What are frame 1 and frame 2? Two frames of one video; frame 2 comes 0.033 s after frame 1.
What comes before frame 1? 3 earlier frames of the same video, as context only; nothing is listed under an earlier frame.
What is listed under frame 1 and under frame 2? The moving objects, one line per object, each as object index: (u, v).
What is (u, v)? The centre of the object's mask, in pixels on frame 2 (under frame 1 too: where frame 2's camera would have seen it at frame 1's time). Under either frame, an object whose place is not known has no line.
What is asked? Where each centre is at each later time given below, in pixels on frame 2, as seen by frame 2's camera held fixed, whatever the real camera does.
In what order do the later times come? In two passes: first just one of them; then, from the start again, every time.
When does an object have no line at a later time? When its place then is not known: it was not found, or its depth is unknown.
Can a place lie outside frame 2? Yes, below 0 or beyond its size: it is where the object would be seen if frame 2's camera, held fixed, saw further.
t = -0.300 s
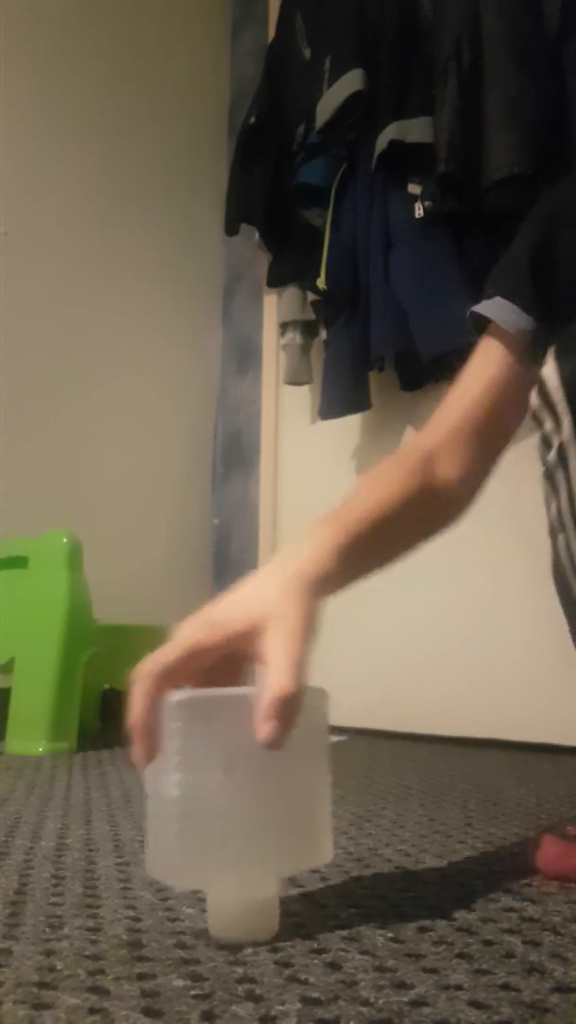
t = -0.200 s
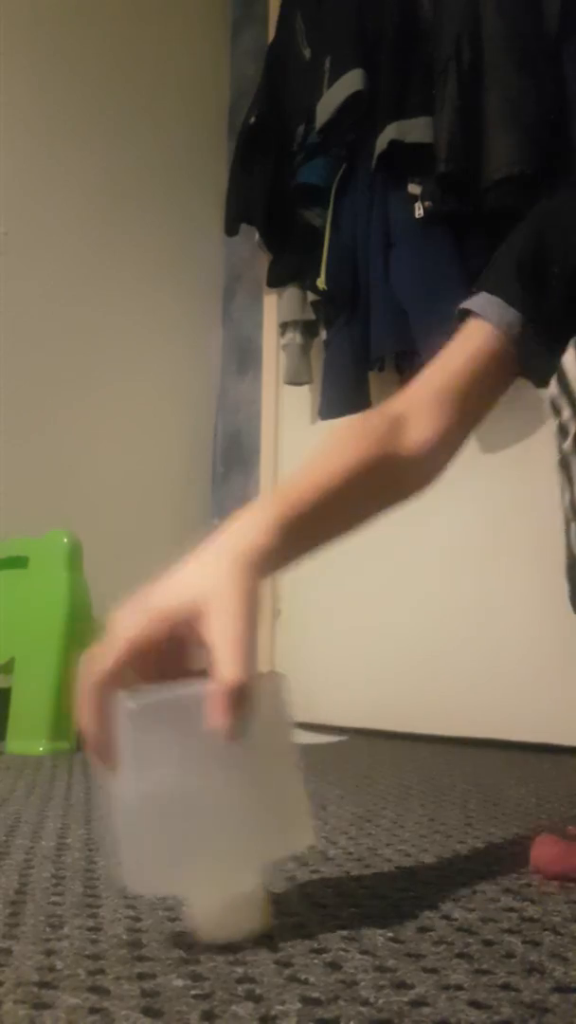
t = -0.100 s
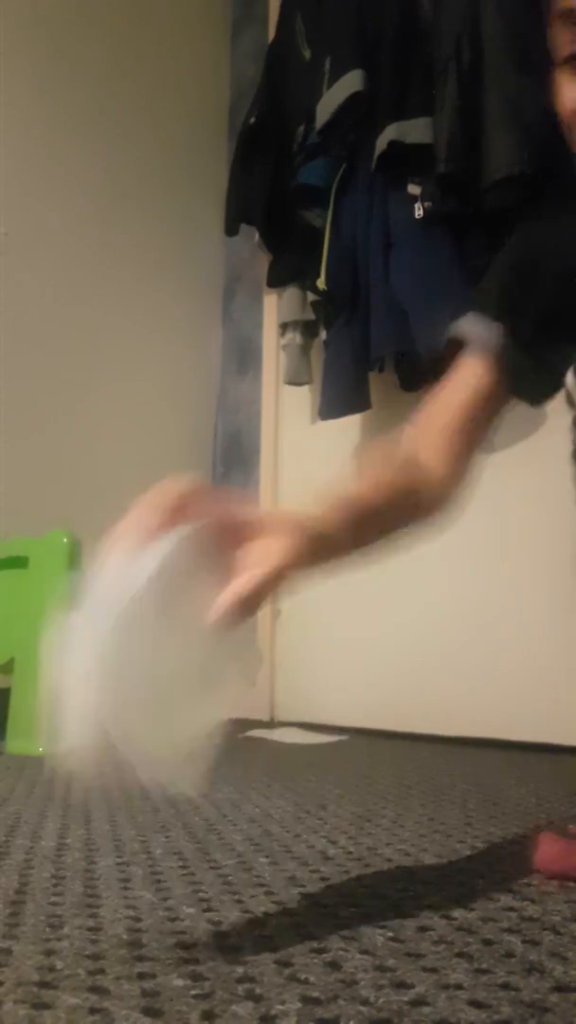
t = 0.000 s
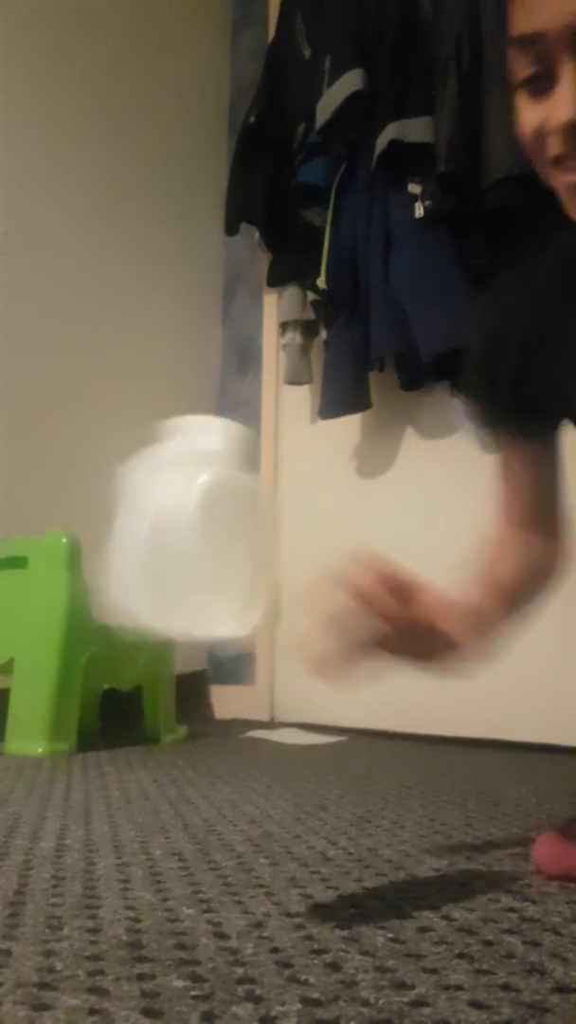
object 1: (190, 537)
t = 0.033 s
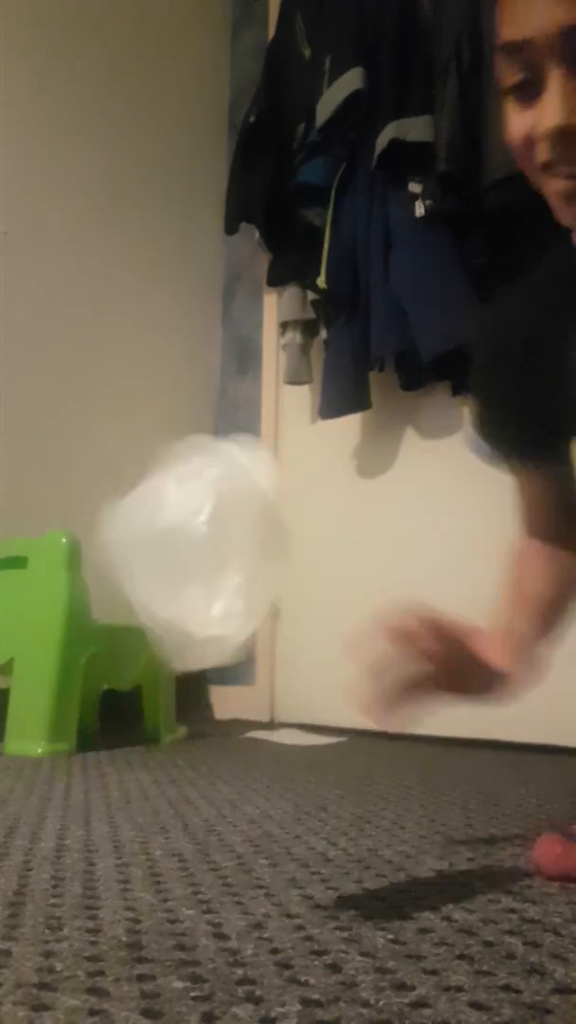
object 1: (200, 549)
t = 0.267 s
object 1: (298, 805)
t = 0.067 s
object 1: (207, 566)
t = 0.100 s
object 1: (219, 603)
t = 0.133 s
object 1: (228, 666)
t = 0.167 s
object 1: (235, 764)
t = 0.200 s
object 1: (259, 789)
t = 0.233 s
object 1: (281, 802)
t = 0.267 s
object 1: (298, 805)
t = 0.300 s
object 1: (318, 809)
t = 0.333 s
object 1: (334, 806)
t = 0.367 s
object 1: (344, 804)
